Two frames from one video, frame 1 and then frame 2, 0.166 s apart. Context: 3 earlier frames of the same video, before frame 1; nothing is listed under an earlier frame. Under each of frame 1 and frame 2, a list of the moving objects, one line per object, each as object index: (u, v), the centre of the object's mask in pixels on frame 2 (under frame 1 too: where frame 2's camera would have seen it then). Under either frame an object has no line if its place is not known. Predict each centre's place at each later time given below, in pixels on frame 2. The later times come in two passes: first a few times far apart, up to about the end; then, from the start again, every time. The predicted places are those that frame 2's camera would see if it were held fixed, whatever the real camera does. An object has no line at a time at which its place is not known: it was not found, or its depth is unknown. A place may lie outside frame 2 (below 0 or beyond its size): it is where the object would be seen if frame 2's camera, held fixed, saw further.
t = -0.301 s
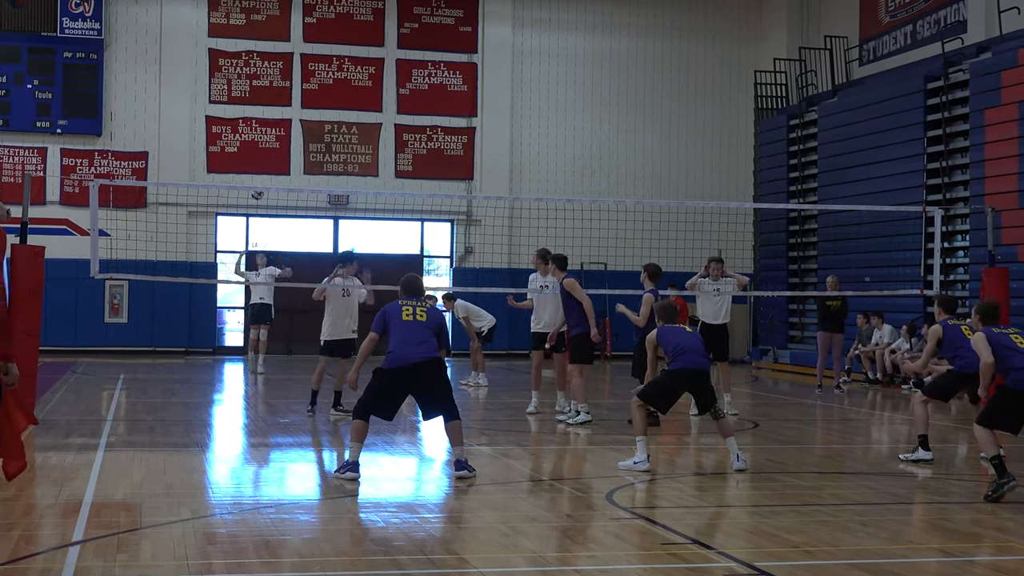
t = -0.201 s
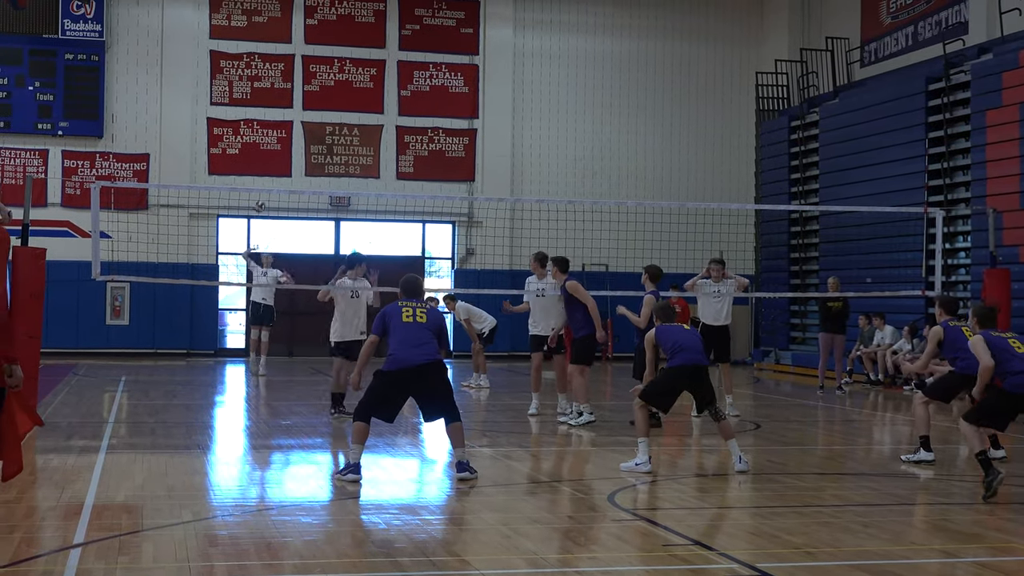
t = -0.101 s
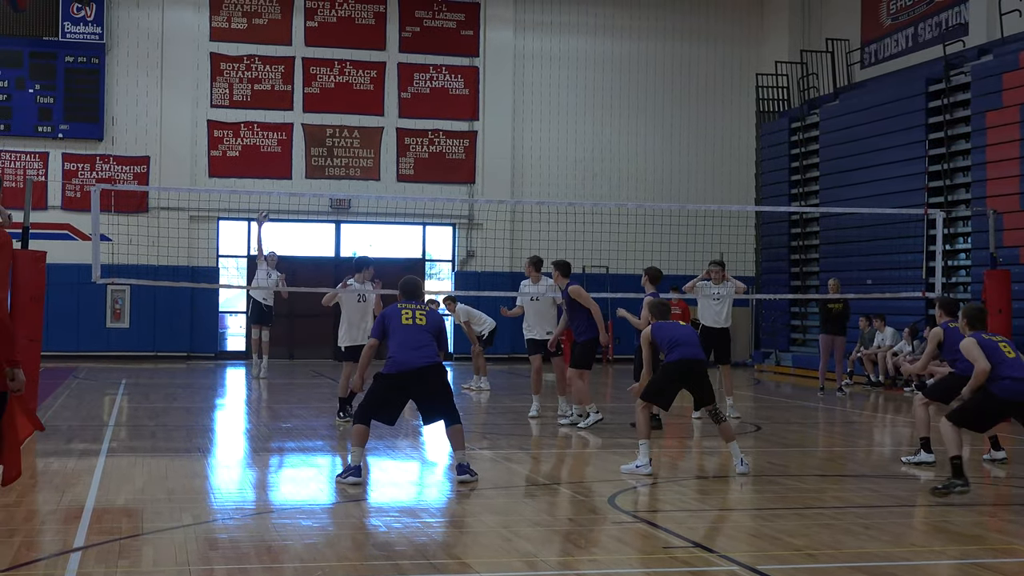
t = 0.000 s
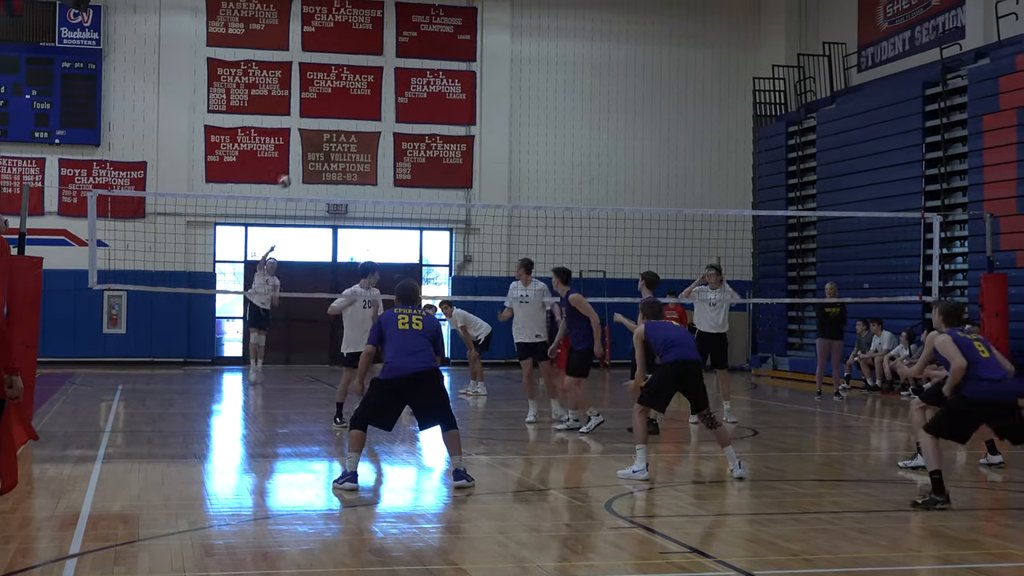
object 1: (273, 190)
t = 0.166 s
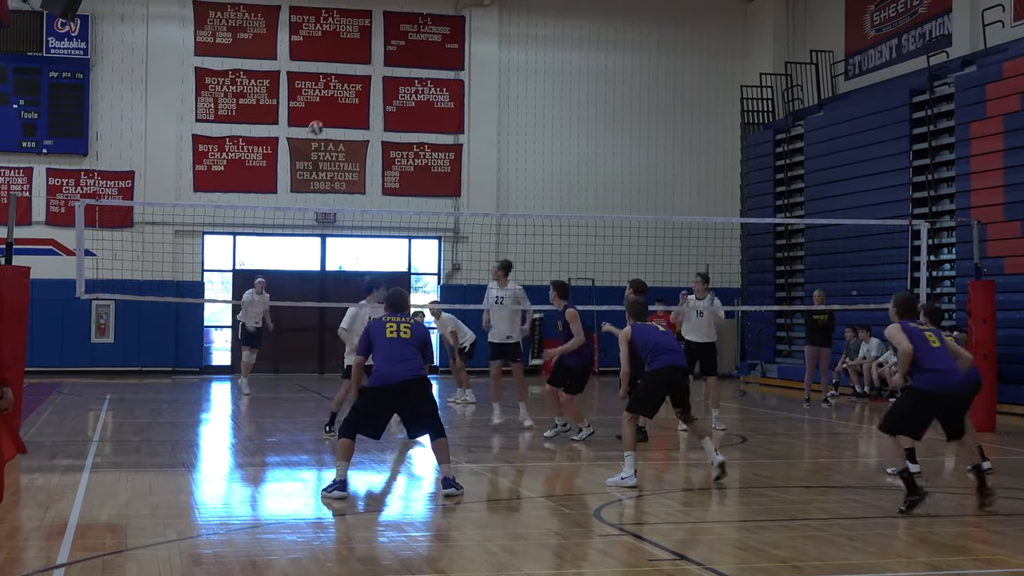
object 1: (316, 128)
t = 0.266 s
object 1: (342, 96)
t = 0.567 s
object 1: (440, 37)
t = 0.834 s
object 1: (548, 34)
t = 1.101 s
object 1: (691, 117)
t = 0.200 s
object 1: (324, 117)
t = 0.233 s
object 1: (333, 106)
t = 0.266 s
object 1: (342, 96)
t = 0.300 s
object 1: (353, 86)
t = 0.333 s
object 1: (363, 78)
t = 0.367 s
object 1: (372, 69)
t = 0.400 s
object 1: (383, 62)
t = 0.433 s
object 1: (393, 55)
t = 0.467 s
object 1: (404, 50)
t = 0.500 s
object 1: (416, 44)
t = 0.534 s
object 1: (428, 40)
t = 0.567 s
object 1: (440, 37)
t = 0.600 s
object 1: (452, 33)
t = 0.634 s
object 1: (464, 31)
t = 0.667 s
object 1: (477, 30)
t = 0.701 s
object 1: (491, 29)
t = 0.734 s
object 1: (505, 29)
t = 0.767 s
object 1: (518, 30)
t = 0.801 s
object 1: (533, 31)
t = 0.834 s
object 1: (548, 34)
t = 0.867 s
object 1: (563, 39)
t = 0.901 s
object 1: (580, 45)
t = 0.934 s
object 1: (596, 53)
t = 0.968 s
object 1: (614, 62)
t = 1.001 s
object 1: (632, 72)
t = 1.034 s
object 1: (650, 85)
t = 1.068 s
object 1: (670, 99)
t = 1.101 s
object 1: (691, 117)
